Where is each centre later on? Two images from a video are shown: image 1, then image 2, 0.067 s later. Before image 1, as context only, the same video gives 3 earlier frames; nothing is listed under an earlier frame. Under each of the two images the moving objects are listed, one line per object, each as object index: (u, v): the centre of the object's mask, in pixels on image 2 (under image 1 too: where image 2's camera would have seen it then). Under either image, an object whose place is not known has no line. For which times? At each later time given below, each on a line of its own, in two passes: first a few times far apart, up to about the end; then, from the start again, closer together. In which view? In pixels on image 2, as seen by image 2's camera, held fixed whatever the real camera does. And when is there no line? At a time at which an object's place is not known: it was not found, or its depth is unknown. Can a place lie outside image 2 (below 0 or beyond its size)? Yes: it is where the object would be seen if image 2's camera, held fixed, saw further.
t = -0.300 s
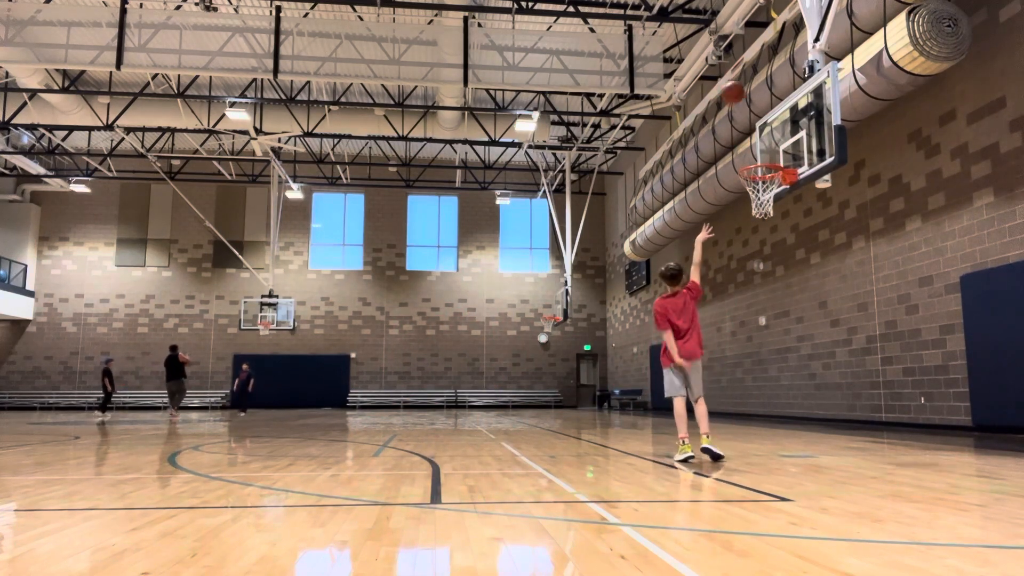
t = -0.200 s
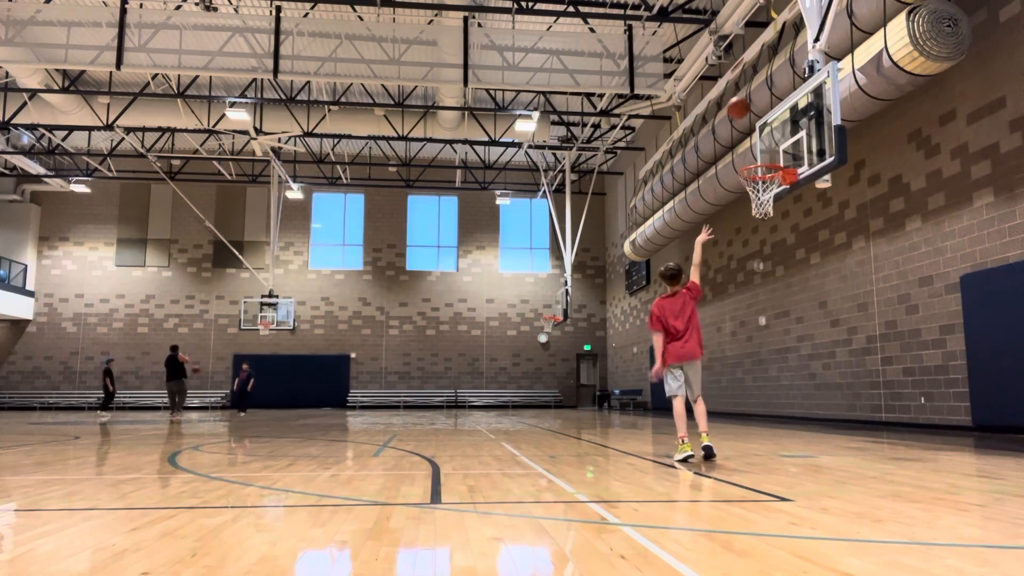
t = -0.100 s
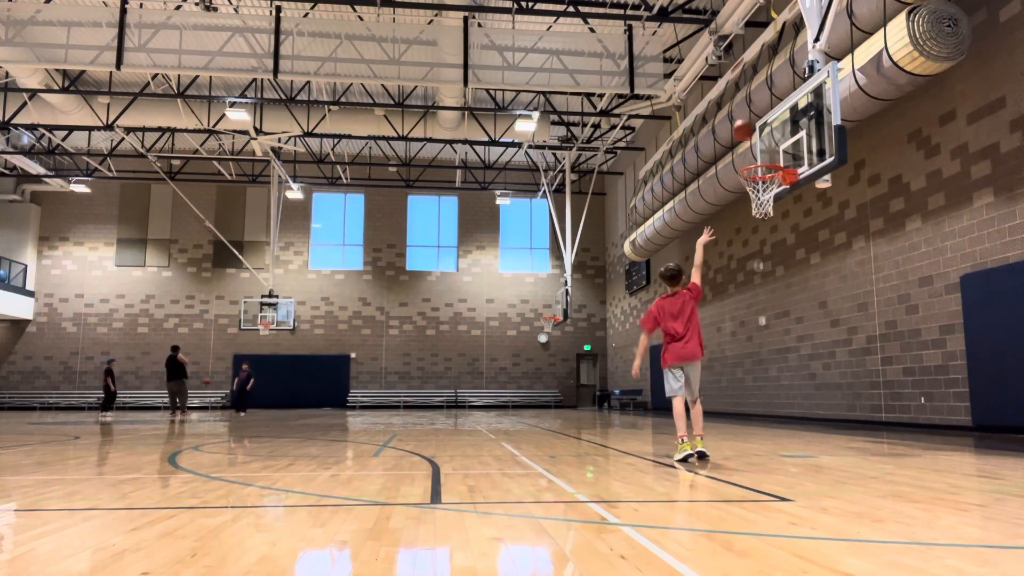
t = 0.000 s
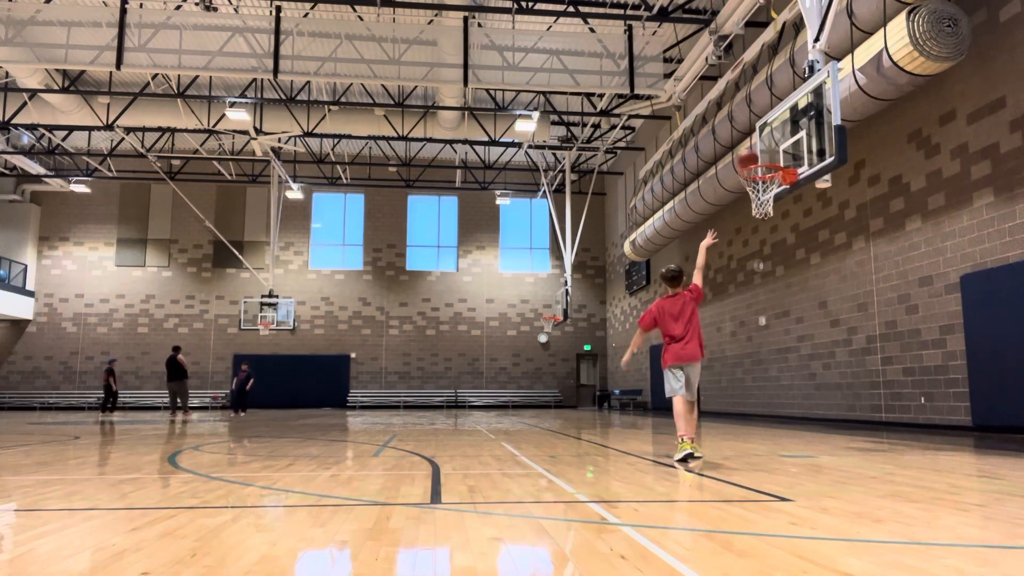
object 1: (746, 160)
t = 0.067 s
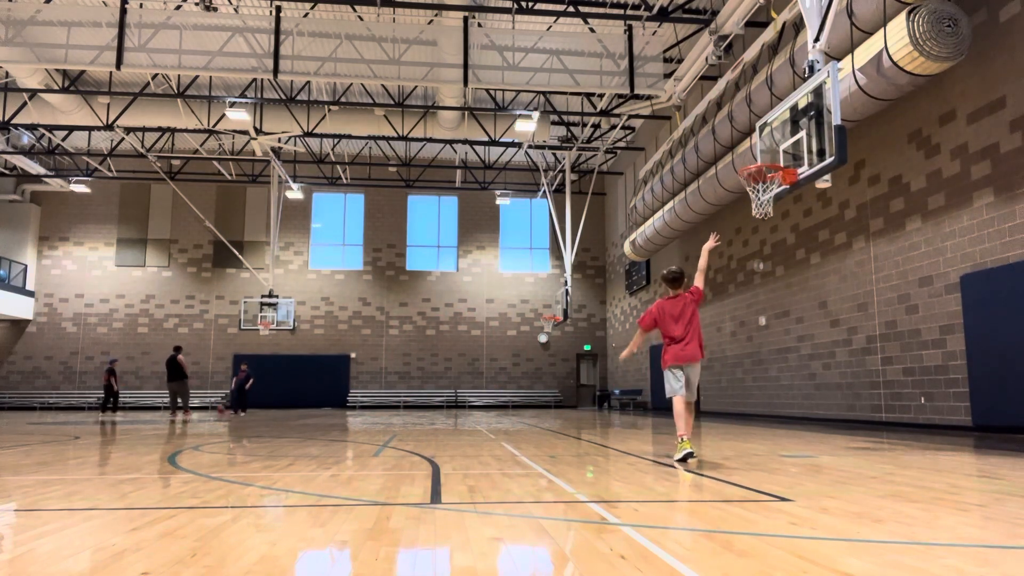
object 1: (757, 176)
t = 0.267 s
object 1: (783, 201)
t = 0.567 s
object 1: (811, 268)
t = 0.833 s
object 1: (840, 399)
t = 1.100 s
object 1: (849, 345)
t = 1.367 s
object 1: (854, 292)
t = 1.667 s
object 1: (866, 311)
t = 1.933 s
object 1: (882, 407)
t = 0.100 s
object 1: (762, 178)
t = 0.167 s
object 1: (777, 196)
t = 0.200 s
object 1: (778, 197)
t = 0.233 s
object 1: (781, 202)
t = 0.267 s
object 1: (783, 201)
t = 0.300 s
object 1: (786, 204)
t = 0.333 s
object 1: (788, 209)
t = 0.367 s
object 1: (792, 214)
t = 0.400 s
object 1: (794, 221)
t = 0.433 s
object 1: (797, 231)
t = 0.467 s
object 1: (800, 237)
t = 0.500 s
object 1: (803, 246)
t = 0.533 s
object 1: (807, 257)
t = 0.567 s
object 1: (811, 268)
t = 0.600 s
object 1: (814, 281)
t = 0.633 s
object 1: (818, 295)
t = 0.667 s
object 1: (821, 309)
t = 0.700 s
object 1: (824, 325)
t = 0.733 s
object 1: (829, 343)
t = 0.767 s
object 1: (832, 360)
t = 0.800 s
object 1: (835, 380)
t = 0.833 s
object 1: (840, 399)
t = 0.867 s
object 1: (843, 422)
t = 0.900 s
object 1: (847, 428)
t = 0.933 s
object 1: (847, 412)
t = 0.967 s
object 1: (847, 397)
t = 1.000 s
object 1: (848, 381)
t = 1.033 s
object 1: (848, 369)
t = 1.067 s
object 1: (848, 356)
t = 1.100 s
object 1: (849, 345)
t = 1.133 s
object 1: (849, 335)
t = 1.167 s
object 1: (849, 325)
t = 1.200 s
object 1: (849, 317)
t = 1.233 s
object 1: (849, 311)
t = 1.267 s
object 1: (851, 304)
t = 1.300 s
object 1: (852, 299)
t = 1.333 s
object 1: (853, 295)
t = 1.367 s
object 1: (854, 292)
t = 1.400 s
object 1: (855, 290)
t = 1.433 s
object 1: (856, 289)
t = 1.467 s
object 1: (857, 289)
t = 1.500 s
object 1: (858, 290)
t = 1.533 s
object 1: (859, 292)
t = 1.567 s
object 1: (861, 296)
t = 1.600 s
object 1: (863, 300)
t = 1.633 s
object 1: (865, 305)
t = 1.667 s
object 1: (866, 311)
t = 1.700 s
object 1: (867, 319)
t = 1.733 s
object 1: (869, 328)
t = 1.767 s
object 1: (872, 337)
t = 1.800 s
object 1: (873, 349)
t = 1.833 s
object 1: (875, 362)
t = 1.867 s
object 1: (877, 376)
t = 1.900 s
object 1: (878, 390)
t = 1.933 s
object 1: (882, 407)
